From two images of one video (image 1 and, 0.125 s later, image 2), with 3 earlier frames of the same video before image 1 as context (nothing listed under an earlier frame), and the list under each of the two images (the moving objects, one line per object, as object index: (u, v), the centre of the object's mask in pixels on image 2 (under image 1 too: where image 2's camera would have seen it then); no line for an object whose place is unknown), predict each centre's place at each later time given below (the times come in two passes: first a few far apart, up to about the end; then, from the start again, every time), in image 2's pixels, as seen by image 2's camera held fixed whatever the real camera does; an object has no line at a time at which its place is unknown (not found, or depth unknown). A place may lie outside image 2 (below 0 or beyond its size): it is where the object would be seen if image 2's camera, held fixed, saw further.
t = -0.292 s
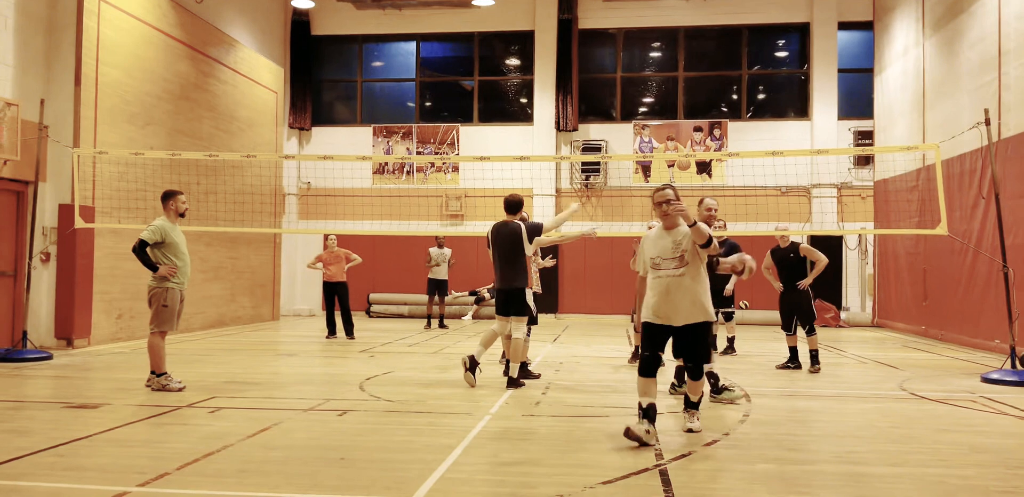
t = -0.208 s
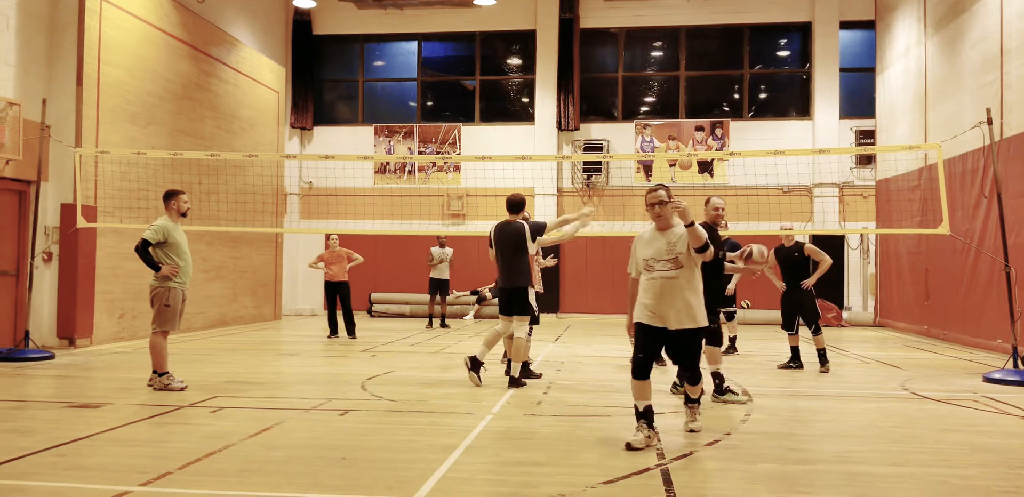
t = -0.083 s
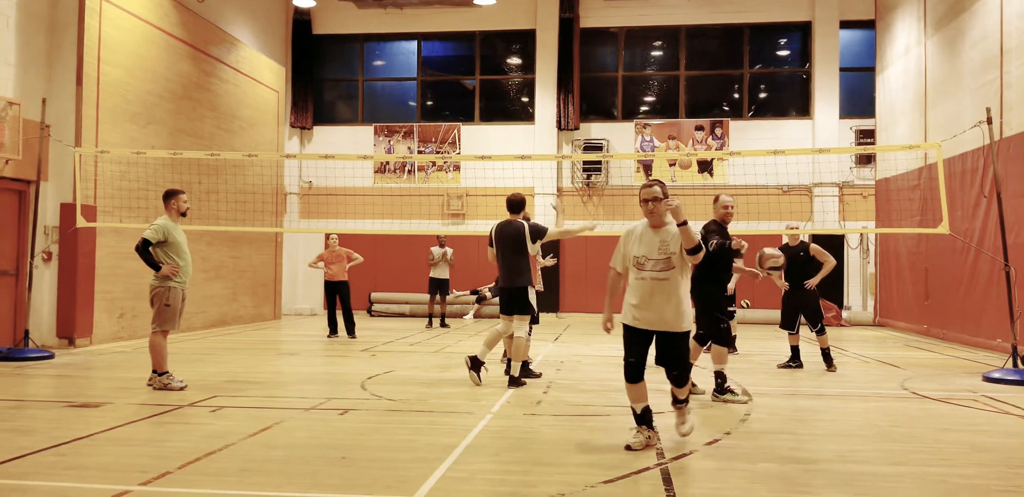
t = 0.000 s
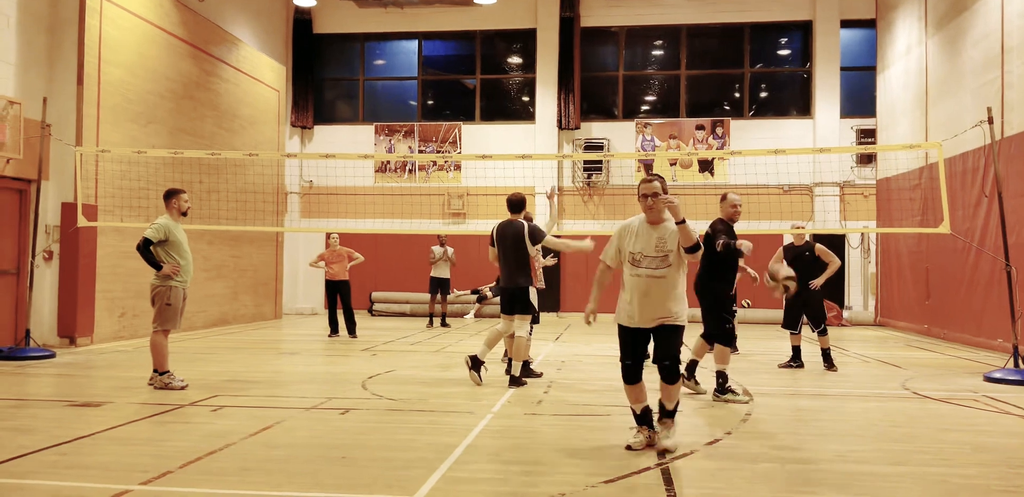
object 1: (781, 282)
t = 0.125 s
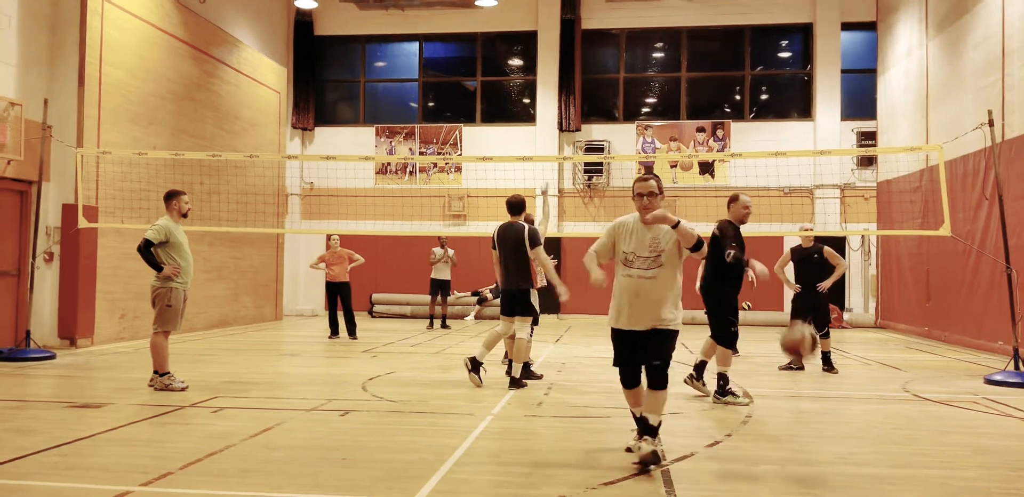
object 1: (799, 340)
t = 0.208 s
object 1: (817, 413)
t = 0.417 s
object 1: (853, 428)
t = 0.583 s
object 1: (880, 379)
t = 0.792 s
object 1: (937, 426)
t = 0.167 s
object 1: (807, 373)
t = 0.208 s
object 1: (817, 413)
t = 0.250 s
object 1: (827, 460)
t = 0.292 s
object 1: (834, 486)
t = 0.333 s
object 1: (840, 470)
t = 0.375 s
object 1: (847, 447)
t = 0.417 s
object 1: (853, 428)
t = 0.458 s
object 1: (859, 411)
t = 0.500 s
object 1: (865, 397)
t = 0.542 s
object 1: (873, 385)
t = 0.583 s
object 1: (880, 379)
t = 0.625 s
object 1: (891, 378)
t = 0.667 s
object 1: (900, 382)
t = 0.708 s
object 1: (911, 391)
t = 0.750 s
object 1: (922, 405)
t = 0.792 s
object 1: (937, 426)
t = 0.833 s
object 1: (953, 460)
